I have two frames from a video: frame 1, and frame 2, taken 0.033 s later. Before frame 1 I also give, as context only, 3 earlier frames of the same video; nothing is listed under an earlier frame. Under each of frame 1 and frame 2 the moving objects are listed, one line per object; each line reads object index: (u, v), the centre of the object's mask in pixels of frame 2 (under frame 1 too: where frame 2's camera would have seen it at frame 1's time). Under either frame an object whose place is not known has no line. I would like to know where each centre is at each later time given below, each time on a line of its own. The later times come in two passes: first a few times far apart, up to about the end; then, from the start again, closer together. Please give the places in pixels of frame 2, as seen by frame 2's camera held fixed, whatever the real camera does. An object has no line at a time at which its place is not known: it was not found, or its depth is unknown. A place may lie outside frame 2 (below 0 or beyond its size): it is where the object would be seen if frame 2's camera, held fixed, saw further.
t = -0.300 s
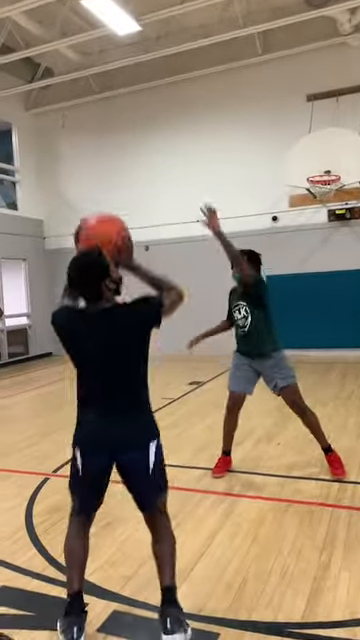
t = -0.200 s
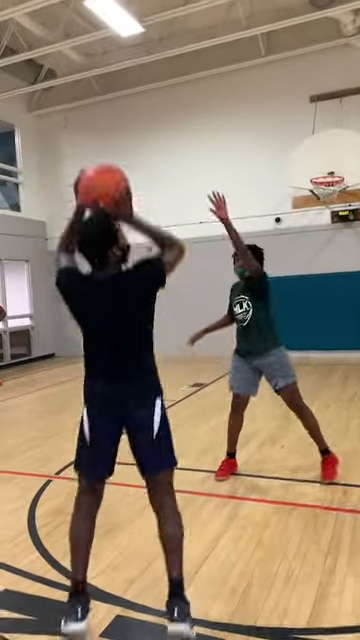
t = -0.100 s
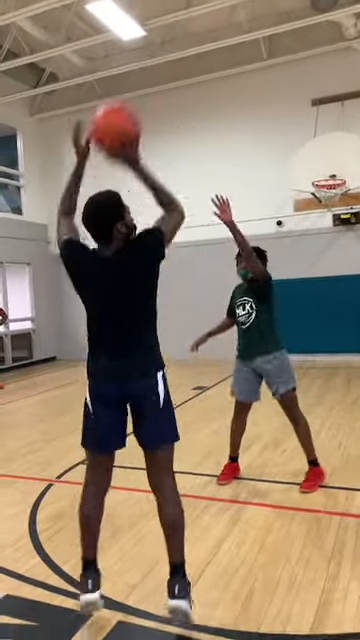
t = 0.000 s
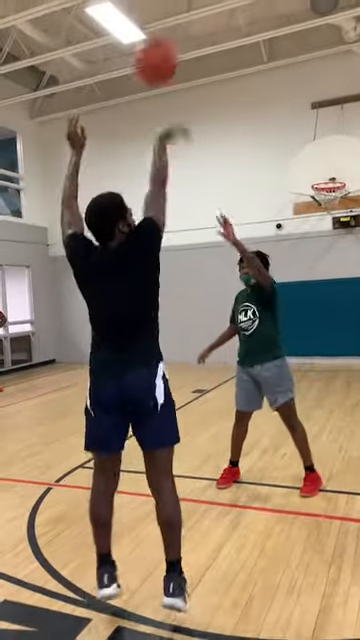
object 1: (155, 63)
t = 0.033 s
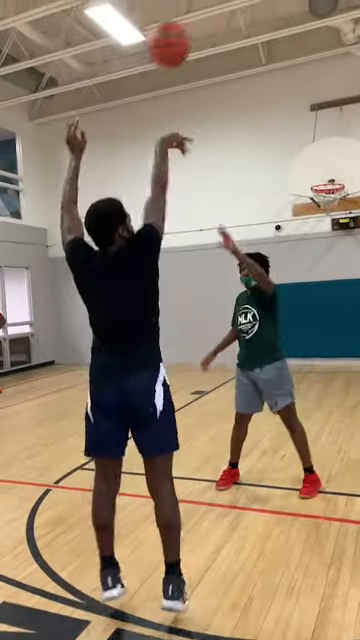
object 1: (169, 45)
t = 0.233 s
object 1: (231, 3)
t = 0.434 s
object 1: (269, 13)
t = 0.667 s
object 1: (299, 63)
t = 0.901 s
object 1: (321, 135)
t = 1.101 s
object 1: (332, 164)
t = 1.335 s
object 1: (334, 124)
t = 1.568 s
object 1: (337, 118)
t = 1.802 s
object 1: (341, 148)
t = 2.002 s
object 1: (358, 172)
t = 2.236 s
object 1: (402, 179)
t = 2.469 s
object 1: (449, 225)
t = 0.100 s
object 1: (193, 20)
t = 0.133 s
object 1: (205, 13)
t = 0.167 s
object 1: (214, 9)
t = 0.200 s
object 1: (223, 6)
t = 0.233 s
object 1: (231, 3)
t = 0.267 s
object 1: (238, 2)
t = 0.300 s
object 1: (245, 1)
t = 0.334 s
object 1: (252, 1)
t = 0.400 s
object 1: (263, 7)
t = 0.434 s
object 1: (269, 13)
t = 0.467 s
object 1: (274, 17)
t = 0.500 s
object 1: (278, 24)
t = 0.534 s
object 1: (282, 31)
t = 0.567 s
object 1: (287, 37)
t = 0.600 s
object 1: (291, 47)
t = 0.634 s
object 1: (295, 54)
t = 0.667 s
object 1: (299, 63)
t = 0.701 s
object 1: (303, 73)
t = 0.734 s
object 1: (306, 82)
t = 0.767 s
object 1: (310, 91)
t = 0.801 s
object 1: (312, 102)
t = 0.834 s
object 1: (316, 114)
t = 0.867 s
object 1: (318, 124)
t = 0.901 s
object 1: (321, 135)
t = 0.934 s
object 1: (324, 146)
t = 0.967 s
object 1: (326, 157)
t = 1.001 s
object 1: (329, 169)
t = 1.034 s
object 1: (331, 180)
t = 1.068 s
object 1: (332, 175)
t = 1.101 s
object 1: (332, 164)
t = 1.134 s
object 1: (332, 156)
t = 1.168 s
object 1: (333, 149)
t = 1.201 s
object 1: (333, 142)
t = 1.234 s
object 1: (333, 136)
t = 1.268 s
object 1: (333, 131)
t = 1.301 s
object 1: (334, 127)
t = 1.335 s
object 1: (334, 124)
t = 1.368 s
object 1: (334, 121)
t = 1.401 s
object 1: (335, 118)
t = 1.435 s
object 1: (335, 117)
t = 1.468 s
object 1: (335, 116)
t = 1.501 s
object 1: (336, 116)
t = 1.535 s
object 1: (336, 116)
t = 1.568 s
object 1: (337, 118)
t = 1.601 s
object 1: (337, 120)
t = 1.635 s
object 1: (338, 123)
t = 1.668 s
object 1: (339, 126)
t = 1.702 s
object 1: (339, 130)
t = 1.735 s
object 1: (340, 136)
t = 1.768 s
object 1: (341, 141)
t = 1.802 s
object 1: (341, 148)
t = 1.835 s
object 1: (342, 156)
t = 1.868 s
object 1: (343, 164)
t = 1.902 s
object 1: (344, 172)
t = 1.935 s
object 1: (346, 177)
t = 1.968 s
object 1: (352, 174)
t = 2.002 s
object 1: (358, 172)
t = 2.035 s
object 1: (364, 171)
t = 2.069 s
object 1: (370, 170)
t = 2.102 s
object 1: (376, 170)
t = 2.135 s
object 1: (383, 171)
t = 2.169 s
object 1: (389, 173)
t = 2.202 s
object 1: (395, 175)
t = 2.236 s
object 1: (402, 179)
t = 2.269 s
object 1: (409, 183)
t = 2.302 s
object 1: (415, 188)
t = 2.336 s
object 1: (422, 194)
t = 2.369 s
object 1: (429, 200)
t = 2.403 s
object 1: (436, 208)
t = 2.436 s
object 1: (443, 216)
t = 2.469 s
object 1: (449, 225)
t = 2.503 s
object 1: (456, 235)
